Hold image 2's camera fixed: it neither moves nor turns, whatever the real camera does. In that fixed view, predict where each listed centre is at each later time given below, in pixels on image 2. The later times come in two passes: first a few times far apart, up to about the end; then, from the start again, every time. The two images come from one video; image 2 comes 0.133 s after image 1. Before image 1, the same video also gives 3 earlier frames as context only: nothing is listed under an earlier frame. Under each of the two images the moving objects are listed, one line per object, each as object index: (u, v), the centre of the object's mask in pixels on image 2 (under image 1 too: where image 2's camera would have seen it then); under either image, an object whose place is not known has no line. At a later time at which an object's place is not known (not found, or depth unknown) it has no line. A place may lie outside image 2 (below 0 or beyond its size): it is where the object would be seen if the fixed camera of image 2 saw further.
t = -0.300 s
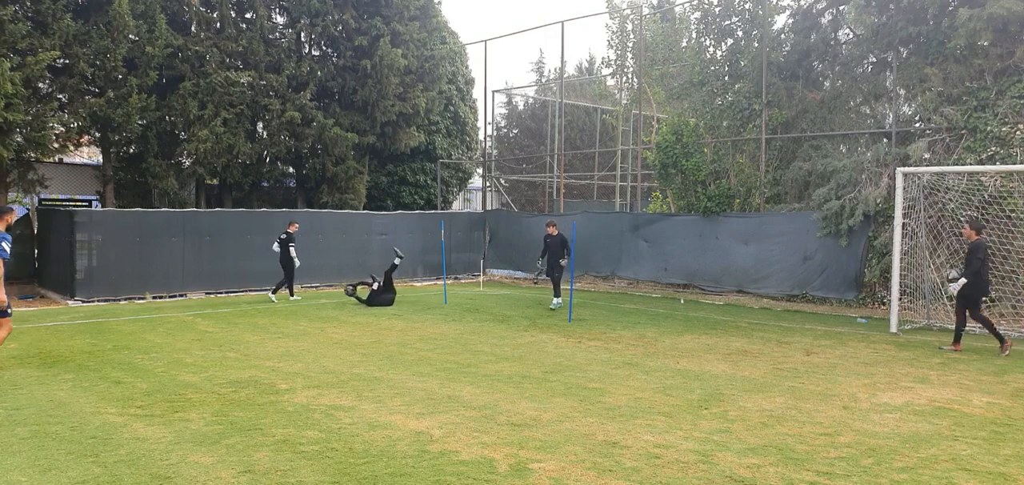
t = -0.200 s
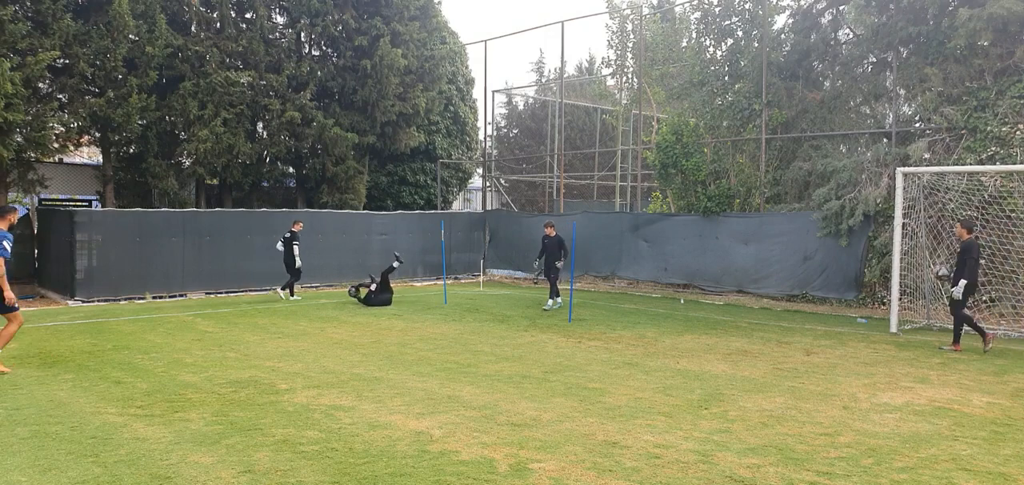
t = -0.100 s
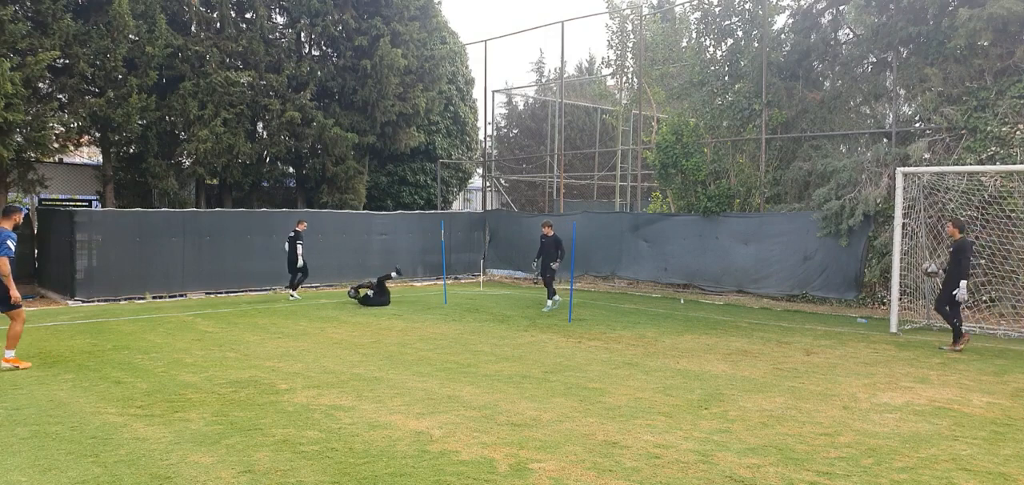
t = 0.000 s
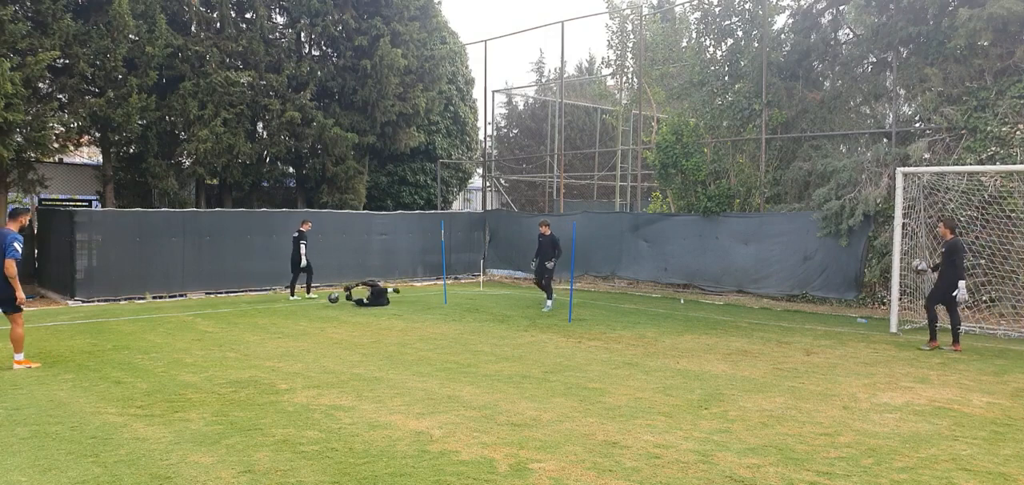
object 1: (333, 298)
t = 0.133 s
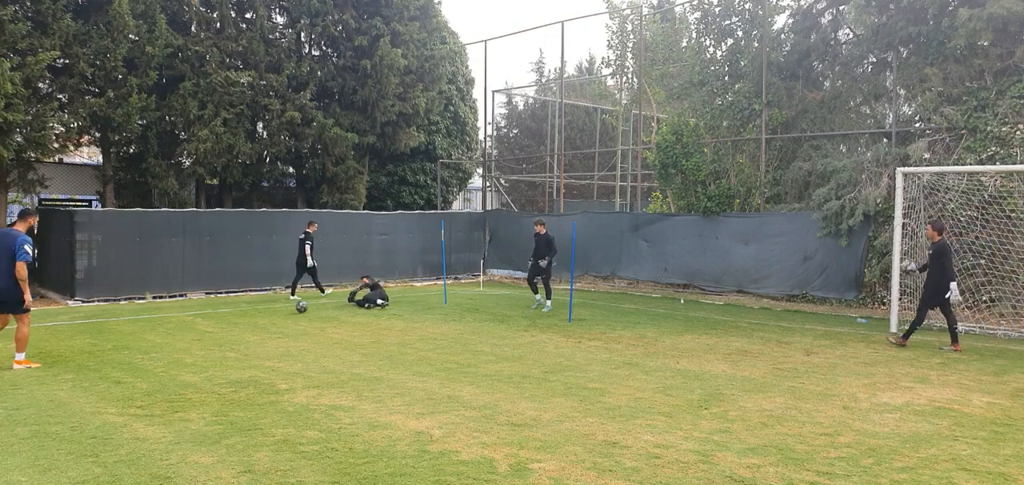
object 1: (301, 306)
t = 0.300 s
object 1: (260, 315)
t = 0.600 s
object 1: (188, 330)
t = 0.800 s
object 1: (136, 341)
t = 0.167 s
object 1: (294, 307)
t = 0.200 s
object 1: (286, 308)
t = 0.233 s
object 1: (278, 310)
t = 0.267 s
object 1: (269, 312)
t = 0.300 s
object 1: (260, 315)
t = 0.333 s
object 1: (252, 318)
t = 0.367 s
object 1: (244, 319)
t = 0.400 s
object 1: (237, 320)
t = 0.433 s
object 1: (229, 321)
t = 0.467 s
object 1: (221, 323)
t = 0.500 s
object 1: (212, 326)
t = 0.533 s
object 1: (204, 327)
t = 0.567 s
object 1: (196, 328)
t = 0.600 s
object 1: (188, 330)
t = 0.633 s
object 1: (180, 332)
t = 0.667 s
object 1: (172, 334)
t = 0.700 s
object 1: (163, 335)
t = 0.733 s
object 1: (154, 336)
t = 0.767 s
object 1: (146, 338)
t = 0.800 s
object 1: (136, 341)
